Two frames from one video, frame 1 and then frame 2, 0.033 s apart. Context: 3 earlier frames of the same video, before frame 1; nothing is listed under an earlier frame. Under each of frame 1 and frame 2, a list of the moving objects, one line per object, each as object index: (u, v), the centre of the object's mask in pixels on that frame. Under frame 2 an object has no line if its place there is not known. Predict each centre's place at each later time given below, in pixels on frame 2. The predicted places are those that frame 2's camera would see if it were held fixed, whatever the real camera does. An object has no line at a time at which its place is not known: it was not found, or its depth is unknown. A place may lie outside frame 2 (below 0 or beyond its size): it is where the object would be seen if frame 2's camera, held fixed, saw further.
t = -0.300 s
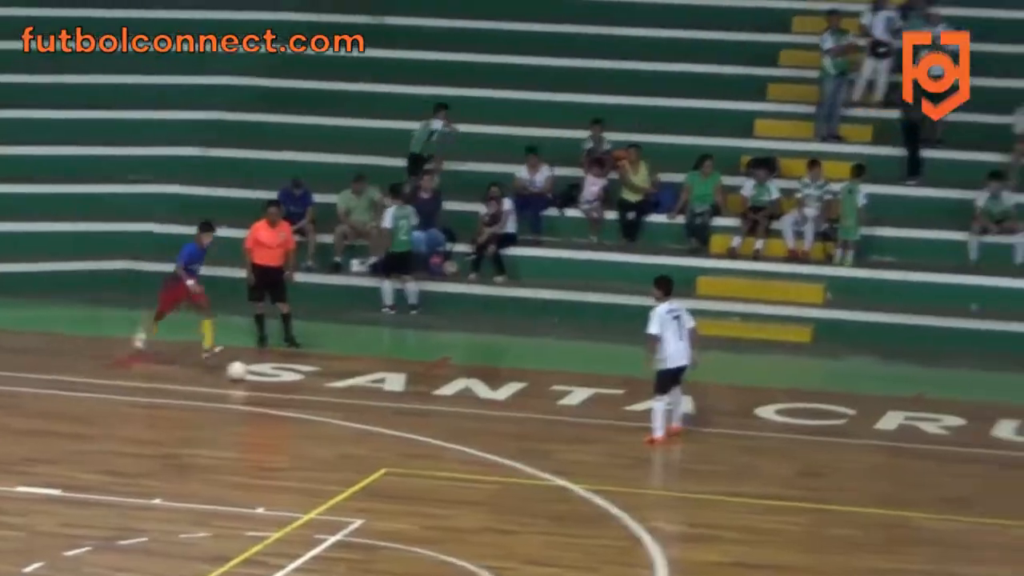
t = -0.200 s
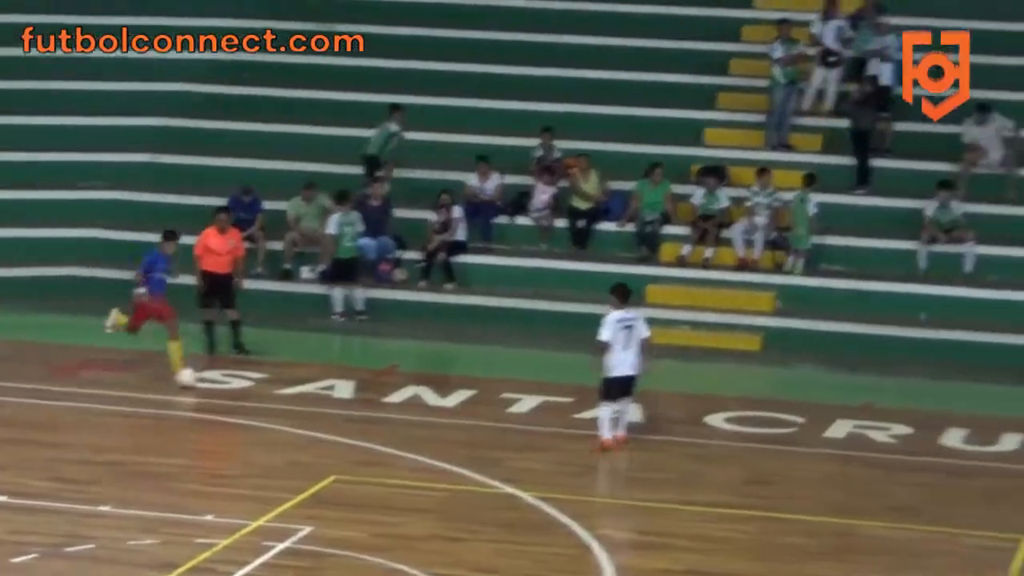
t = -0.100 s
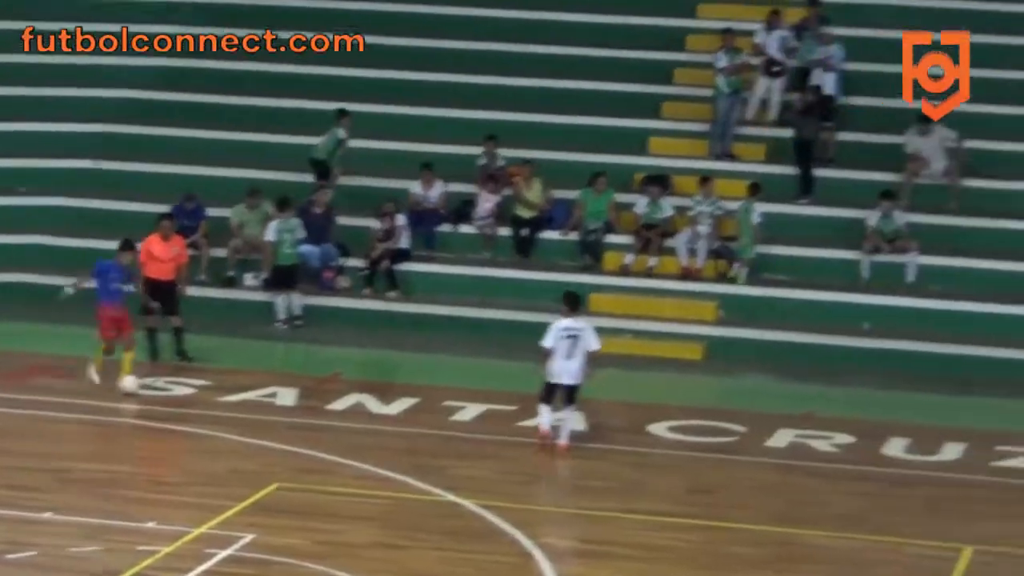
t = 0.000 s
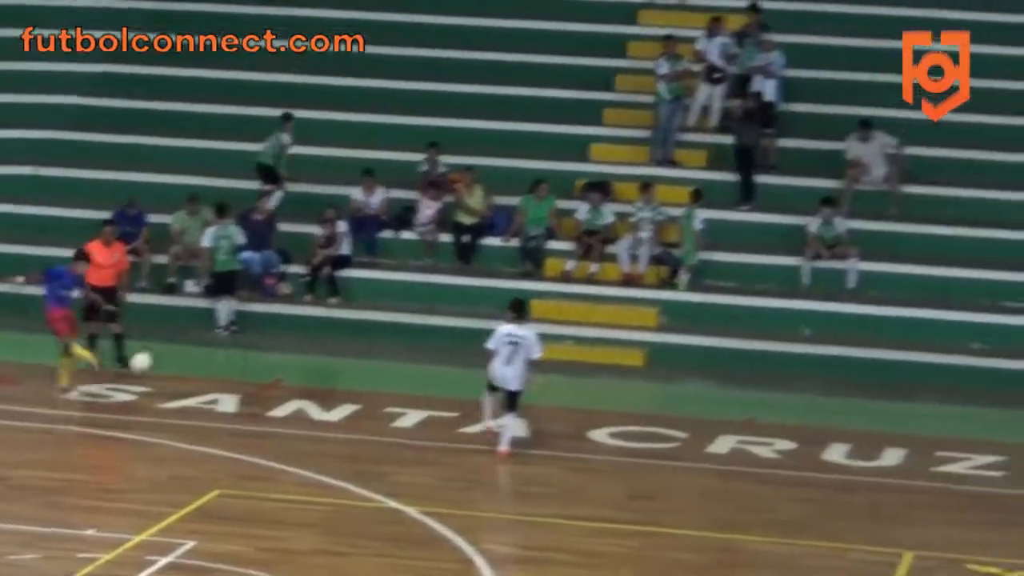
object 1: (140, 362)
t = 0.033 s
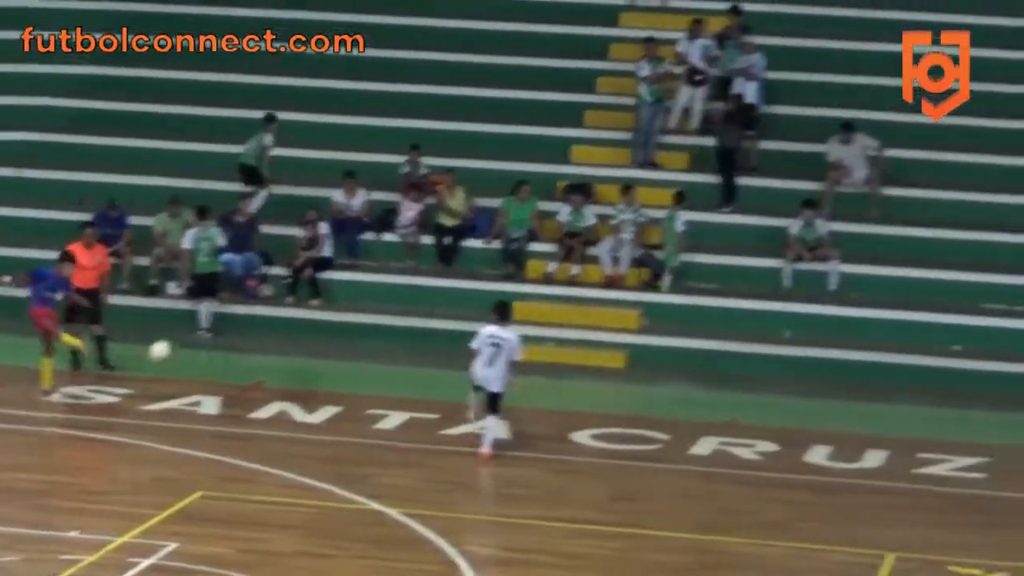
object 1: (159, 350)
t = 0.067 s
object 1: (197, 339)
